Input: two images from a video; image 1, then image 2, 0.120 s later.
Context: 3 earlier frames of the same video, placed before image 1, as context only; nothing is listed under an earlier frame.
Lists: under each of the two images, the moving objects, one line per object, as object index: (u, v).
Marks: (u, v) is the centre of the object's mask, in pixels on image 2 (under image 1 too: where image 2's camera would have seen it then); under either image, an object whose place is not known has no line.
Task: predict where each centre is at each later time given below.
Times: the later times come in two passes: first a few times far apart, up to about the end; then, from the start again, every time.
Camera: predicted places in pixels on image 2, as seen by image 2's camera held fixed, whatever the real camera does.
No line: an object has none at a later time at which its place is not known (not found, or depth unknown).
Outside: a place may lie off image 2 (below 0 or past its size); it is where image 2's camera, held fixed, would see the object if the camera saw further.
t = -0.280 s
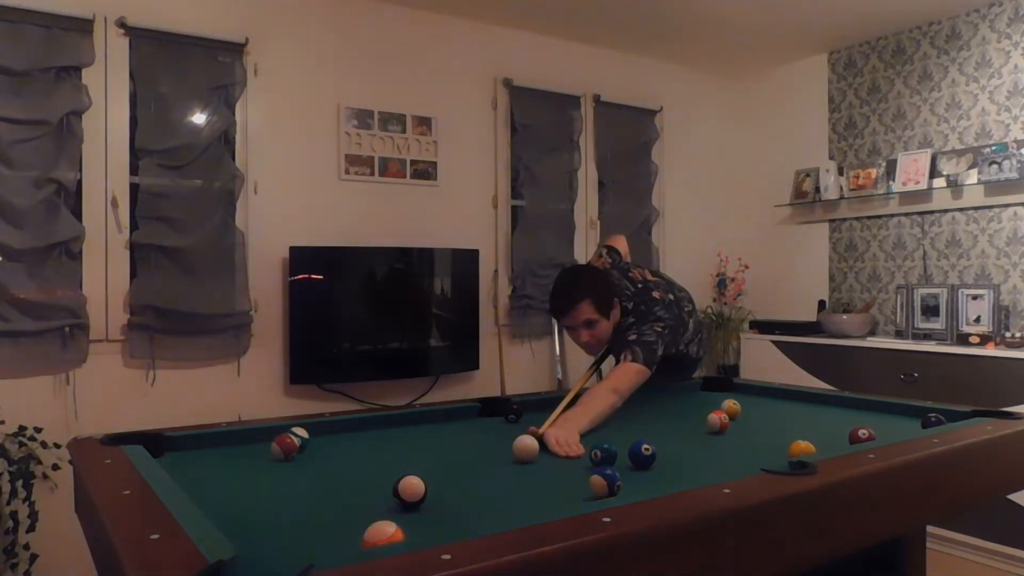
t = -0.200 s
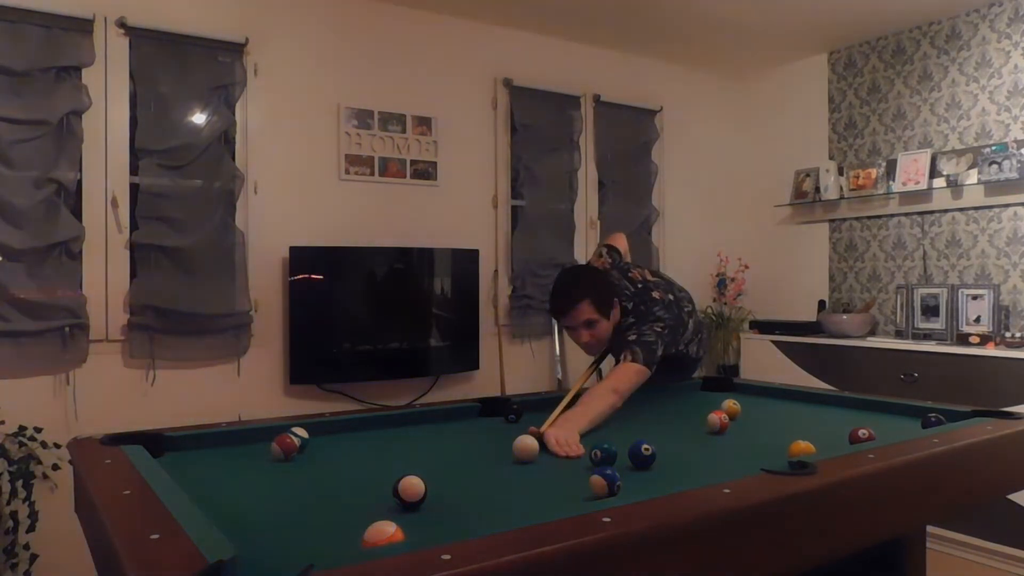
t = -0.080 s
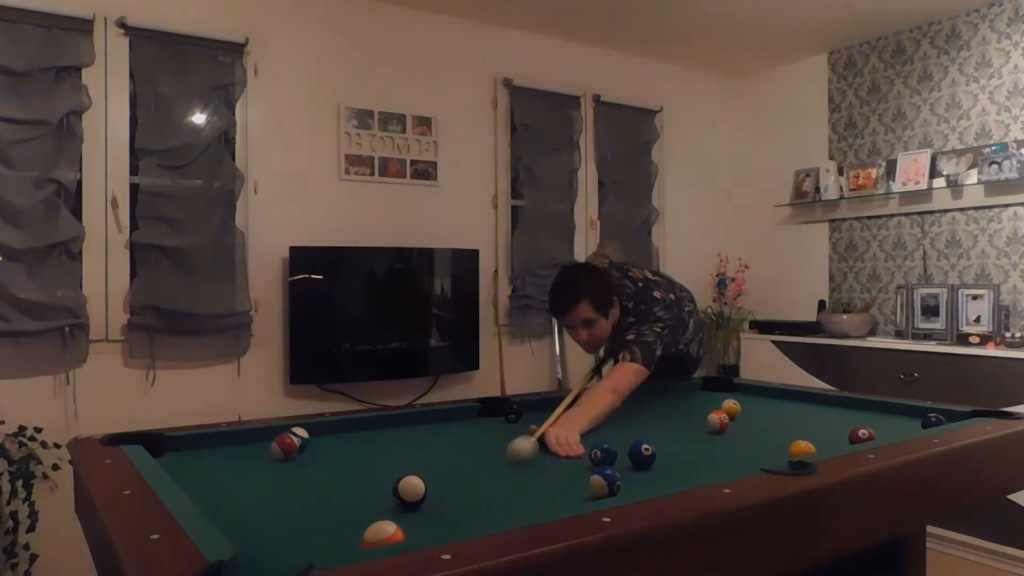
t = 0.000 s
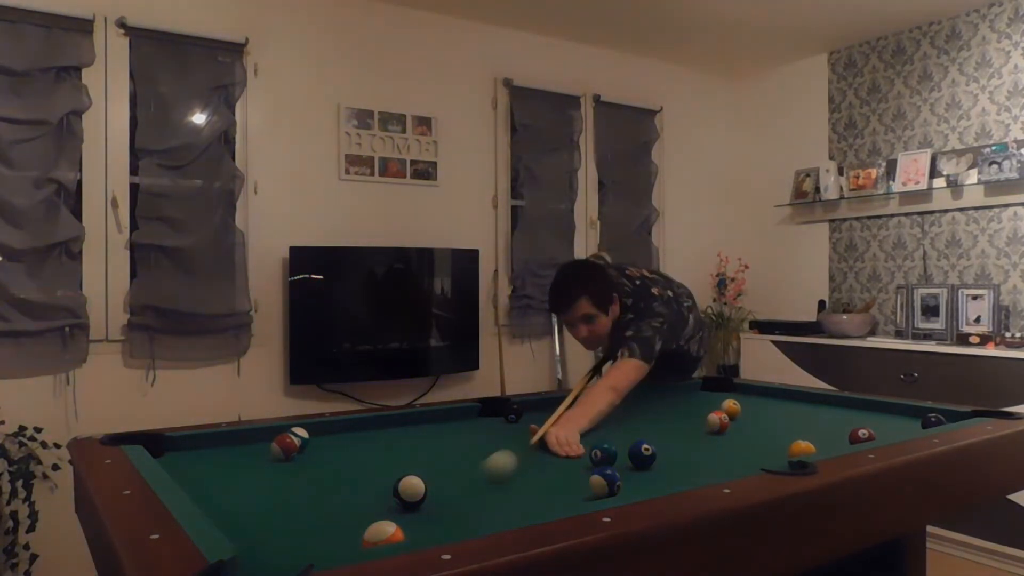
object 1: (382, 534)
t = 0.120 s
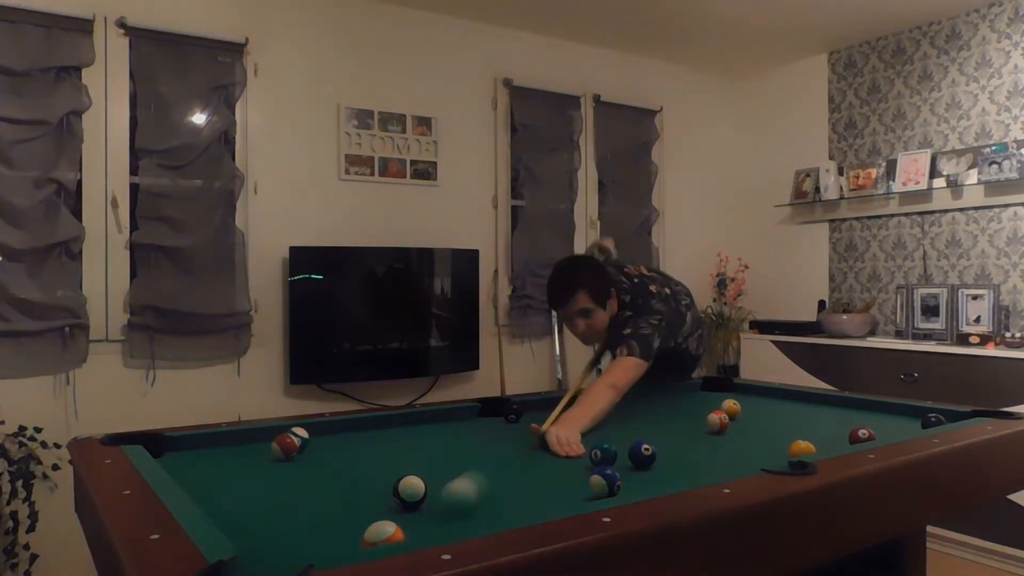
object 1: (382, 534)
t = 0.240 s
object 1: (382, 534)
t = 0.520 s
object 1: (289, 543)
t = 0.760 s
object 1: (331, 528)
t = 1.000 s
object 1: (347, 507)
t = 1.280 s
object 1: (365, 494)
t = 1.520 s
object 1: (376, 484)
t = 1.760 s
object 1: (386, 476)
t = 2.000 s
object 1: (396, 467)
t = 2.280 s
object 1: (406, 461)
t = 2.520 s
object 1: (413, 457)
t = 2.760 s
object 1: (420, 454)
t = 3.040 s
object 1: (426, 450)
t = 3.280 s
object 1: (431, 448)
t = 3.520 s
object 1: (434, 446)
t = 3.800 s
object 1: (436, 446)
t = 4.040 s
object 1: (438, 445)
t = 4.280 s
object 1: (439, 445)
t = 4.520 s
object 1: (439, 445)
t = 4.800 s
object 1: (440, 445)
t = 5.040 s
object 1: (440, 445)
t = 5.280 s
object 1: (440, 445)
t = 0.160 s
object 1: (383, 533)
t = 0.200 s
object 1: (382, 534)
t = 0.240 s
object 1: (382, 534)
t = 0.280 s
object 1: (362, 535)
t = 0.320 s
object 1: (334, 540)
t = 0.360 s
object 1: (301, 544)
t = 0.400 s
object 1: (269, 550)
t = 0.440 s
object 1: (269, 551)
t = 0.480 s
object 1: (279, 546)
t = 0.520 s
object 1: (289, 543)
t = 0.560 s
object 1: (299, 541)
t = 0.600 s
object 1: (306, 538)
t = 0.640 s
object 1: (313, 536)
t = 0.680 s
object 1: (319, 533)
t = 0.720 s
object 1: (326, 530)
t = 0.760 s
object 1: (331, 528)
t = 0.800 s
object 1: (333, 525)
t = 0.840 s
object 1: (335, 521)
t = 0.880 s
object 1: (338, 518)
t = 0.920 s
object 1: (340, 514)
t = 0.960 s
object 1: (344, 510)
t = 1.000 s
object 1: (347, 507)
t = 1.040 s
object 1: (350, 505)
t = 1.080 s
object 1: (353, 503)
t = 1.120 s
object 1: (356, 501)
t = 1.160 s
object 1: (358, 500)
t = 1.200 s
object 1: (360, 498)
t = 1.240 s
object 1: (362, 497)
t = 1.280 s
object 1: (365, 494)
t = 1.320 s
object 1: (367, 494)
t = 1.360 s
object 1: (369, 493)
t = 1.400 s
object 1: (370, 491)
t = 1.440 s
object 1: (372, 489)
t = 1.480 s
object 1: (374, 486)
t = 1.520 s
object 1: (376, 484)
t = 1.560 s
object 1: (377, 483)
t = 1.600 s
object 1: (379, 482)
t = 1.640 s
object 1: (380, 481)
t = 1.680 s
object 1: (382, 479)
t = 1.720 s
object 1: (384, 477)
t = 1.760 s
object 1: (386, 476)
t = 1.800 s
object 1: (387, 474)
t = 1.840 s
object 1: (389, 473)
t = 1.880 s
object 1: (391, 471)
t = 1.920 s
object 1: (392, 470)
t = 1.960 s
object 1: (394, 469)
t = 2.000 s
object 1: (396, 467)
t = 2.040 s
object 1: (398, 466)
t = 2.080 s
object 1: (399, 465)
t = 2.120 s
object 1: (400, 464)
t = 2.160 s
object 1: (402, 463)
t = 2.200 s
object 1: (403, 463)
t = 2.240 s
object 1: (404, 462)
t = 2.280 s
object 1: (406, 461)
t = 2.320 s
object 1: (407, 460)
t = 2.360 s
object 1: (409, 459)
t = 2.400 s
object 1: (410, 458)
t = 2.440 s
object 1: (411, 458)
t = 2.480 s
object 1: (412, 457)
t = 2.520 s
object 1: (413, 457)
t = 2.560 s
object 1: (414, 456)
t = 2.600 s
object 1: (415, 456)
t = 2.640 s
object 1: (417, 455)
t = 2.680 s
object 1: (418, 454)
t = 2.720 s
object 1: (419, 454)
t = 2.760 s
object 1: (420, 454)
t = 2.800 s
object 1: (421, 453)
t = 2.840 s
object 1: (421, 453)
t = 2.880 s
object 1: (422, 453)
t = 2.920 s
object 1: (423, 452)
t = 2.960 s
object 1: (424, 451)
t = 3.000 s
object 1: (425, 451)
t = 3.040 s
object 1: (426, 450)
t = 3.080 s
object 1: (426, 451)
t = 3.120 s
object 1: (427, 450)
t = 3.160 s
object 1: (428, 450)
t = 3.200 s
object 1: (429, 450)
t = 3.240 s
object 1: (430, 448)
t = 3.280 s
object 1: (431, 448)
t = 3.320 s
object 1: (431, 448)
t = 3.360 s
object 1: (432, 448)
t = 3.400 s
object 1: (432, 448)
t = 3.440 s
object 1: (433, 447)
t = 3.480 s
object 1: (433, 447)
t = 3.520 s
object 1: (434, 446)
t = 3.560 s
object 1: (434, 446)
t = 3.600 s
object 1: (435, 446)
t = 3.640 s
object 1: (435, 446)
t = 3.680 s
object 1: (435, 446)
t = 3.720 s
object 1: (436, 446)
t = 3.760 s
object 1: (436, 446)
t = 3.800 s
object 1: (436, 446)
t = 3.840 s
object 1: (436, 446)
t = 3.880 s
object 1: (437, 445)
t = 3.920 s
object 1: (437, 445)
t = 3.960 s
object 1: (438, 445)
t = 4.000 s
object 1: (438, 445)
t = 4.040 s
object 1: (438, 445)
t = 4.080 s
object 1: (438, 445)
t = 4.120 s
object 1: (438, 445)
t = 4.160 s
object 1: (438, 445)
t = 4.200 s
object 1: (439, 445)
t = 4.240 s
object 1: (439, 445)
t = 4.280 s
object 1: (439, 445)
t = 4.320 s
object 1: (439, 445)
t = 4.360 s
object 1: (439, 445)
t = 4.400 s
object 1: (439, 445)
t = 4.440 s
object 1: (439, 445)
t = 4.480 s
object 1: (439, 445)
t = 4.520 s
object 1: (439, 445)
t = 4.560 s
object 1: (439, 445)
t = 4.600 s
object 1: (439, 445)
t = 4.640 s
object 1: (440, 445)
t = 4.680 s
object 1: (440, 445)
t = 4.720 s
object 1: (440, 445)
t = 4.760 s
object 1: (440, 445)
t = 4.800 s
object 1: (440, 445)
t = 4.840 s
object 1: (440, 445)
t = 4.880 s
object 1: (440, 445)
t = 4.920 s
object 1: (440, 445)
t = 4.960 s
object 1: (440, 445)
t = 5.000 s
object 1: (440, 445)
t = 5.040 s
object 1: (440, 445)
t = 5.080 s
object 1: (440, 445)
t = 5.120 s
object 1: (440, 445)
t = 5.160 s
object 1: (440, 445)
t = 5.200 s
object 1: (440, 445)
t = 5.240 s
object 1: (440, 445)
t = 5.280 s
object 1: (440, 445)
